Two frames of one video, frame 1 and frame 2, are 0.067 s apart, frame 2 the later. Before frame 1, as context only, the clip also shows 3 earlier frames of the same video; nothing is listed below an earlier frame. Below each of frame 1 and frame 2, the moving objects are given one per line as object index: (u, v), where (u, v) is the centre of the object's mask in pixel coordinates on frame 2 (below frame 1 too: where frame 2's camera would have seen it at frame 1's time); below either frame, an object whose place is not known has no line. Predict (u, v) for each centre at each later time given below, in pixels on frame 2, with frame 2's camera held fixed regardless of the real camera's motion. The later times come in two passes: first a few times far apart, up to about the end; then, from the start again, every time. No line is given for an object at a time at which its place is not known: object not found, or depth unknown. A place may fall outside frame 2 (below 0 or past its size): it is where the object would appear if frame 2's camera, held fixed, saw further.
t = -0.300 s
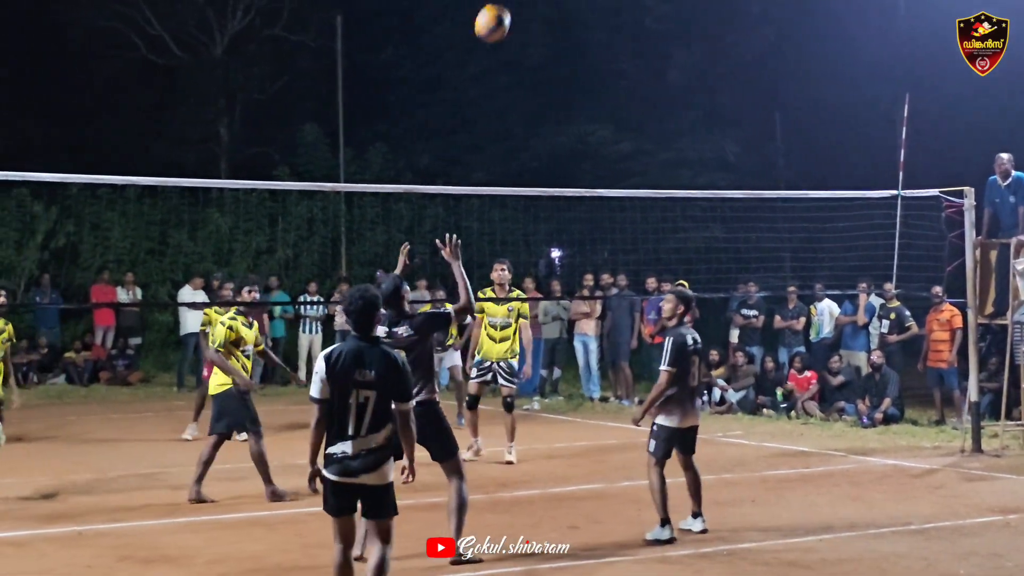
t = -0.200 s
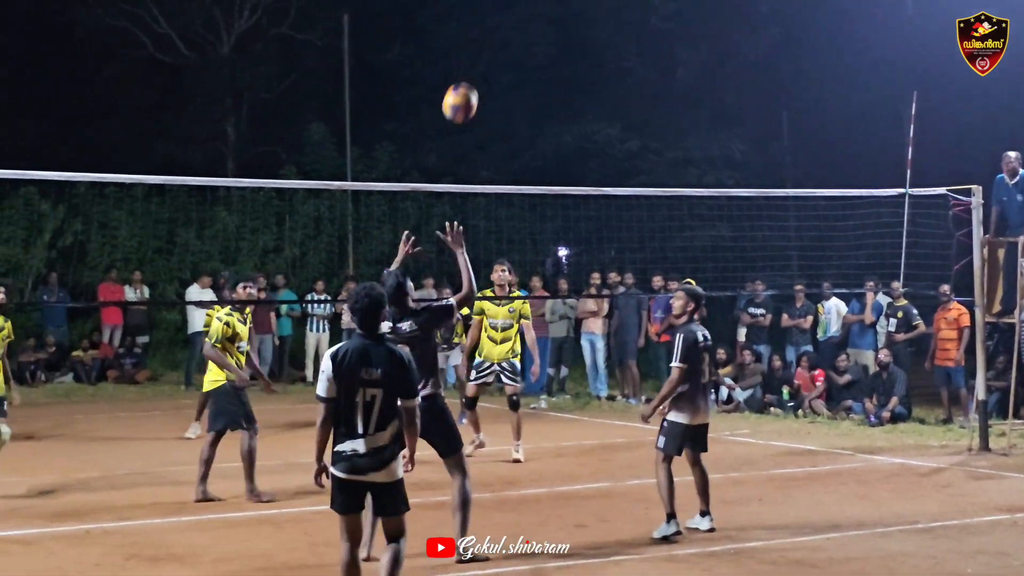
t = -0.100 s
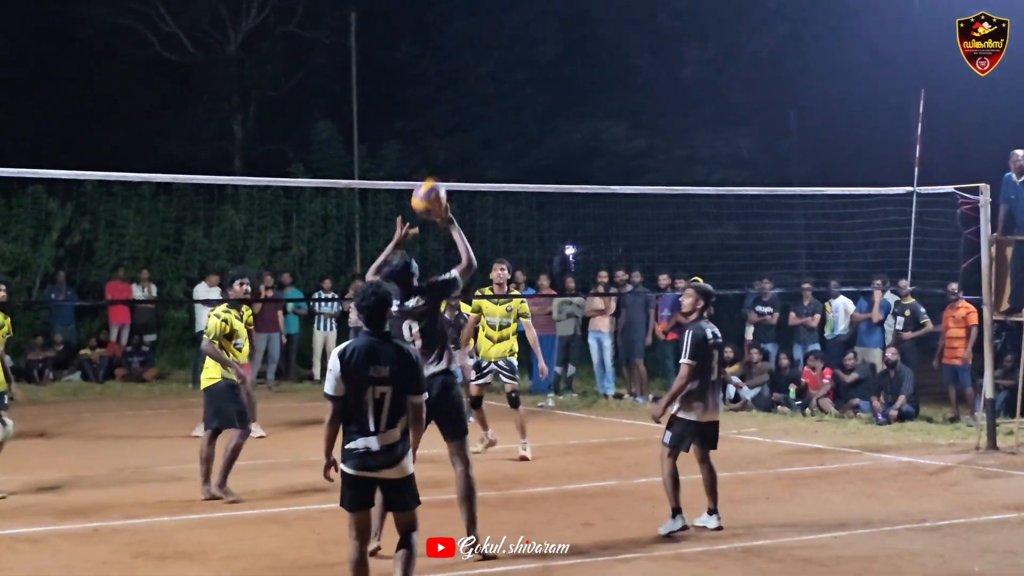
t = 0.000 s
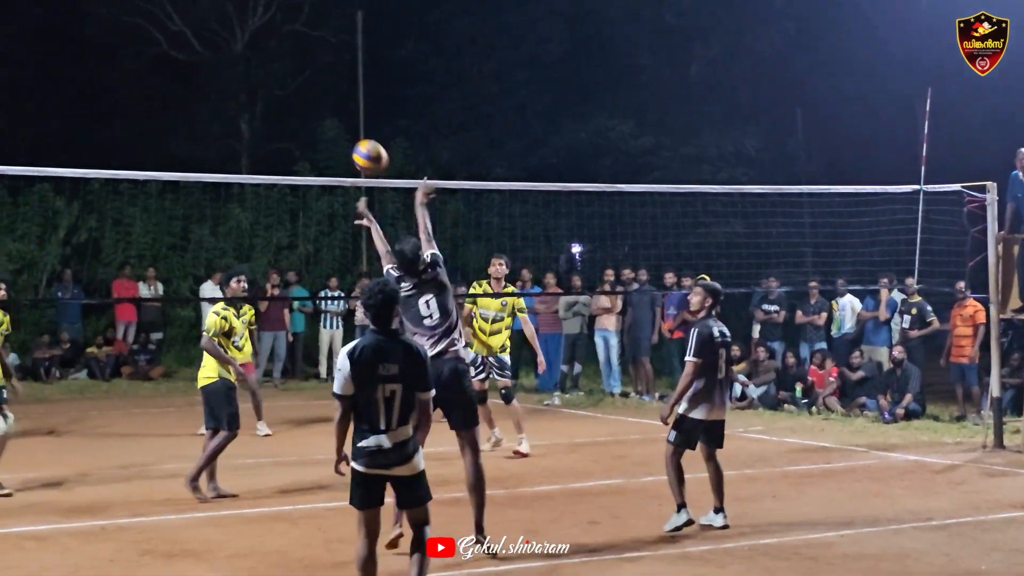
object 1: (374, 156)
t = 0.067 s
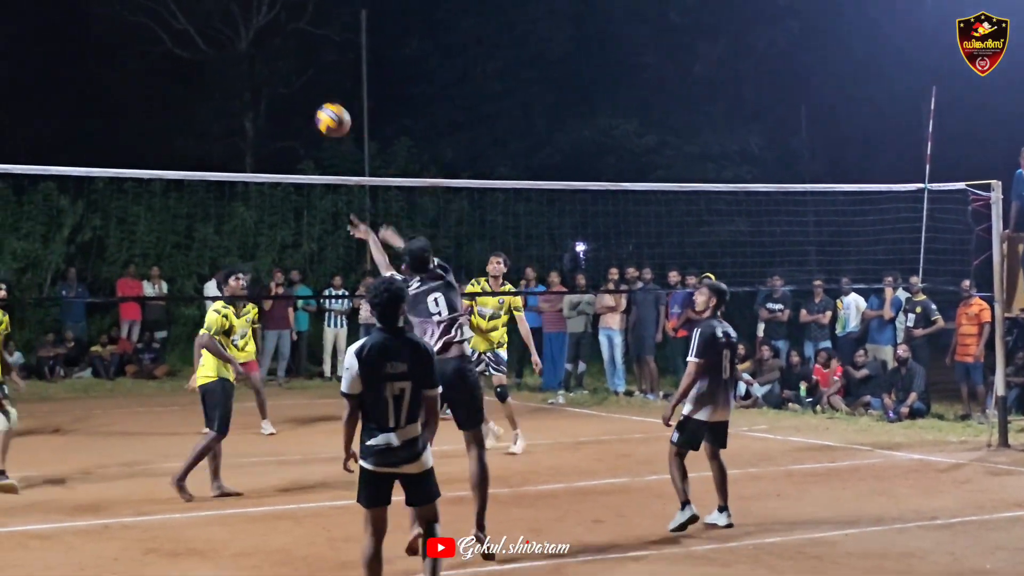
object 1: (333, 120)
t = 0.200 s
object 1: (258, 71)
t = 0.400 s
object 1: (162, 53)
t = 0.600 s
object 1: (80, 85)
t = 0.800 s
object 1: (13, 154)
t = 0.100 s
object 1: (312, 105)
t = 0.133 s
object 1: (295, 92)
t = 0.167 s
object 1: (276, 81)
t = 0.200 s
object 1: (258, 71)
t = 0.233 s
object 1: (241, 64)
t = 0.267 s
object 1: (224, 58)
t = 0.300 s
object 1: (207, 54)
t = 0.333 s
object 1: (192, 53)
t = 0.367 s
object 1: (176, 53)
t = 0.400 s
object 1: (162, 53)
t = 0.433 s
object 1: (147, 55)
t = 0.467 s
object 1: (134, 59)
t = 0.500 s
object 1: (120, 63)
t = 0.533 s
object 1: (106, 69)
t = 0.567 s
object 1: (93, 76)
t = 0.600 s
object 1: (80, 85)
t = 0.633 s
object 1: (68, 95)
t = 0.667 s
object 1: (56, 105)
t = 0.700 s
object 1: (45, 118)
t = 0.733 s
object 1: (34, 129)
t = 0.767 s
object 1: (24, 143)
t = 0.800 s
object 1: (13, 154)
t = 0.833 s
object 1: (2, 175)
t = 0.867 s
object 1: (-9, 189)
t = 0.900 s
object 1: (-18, 206)
